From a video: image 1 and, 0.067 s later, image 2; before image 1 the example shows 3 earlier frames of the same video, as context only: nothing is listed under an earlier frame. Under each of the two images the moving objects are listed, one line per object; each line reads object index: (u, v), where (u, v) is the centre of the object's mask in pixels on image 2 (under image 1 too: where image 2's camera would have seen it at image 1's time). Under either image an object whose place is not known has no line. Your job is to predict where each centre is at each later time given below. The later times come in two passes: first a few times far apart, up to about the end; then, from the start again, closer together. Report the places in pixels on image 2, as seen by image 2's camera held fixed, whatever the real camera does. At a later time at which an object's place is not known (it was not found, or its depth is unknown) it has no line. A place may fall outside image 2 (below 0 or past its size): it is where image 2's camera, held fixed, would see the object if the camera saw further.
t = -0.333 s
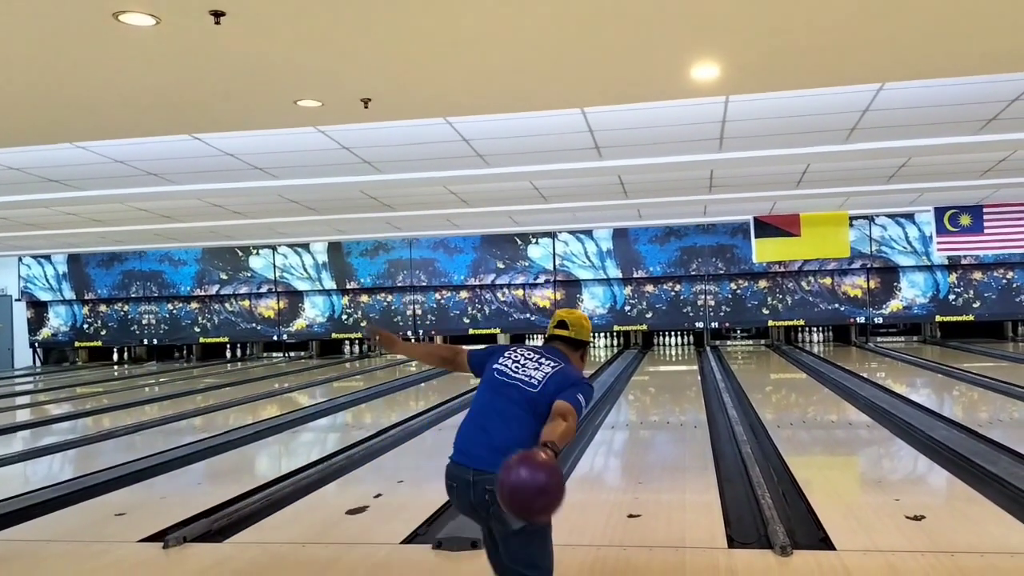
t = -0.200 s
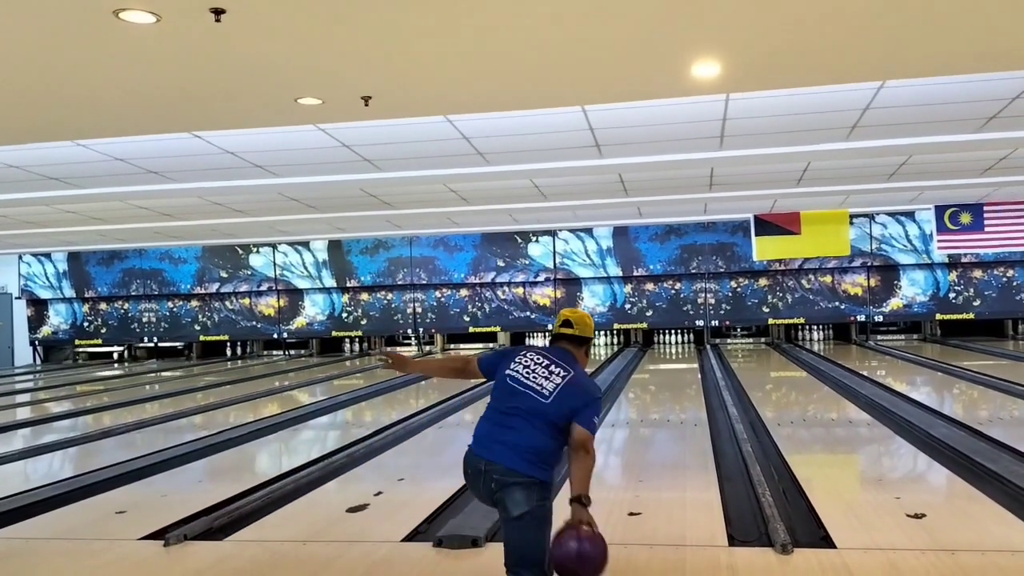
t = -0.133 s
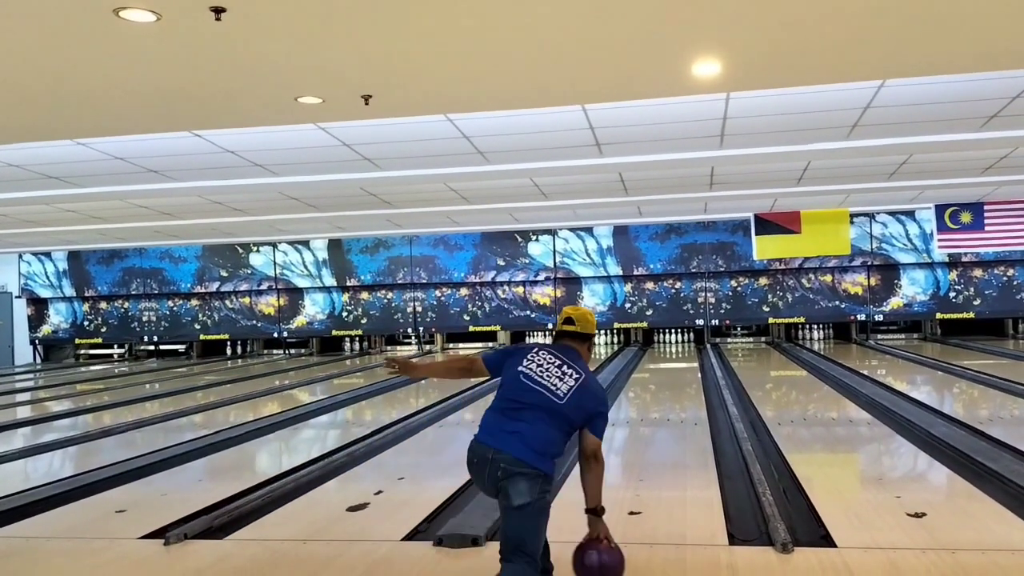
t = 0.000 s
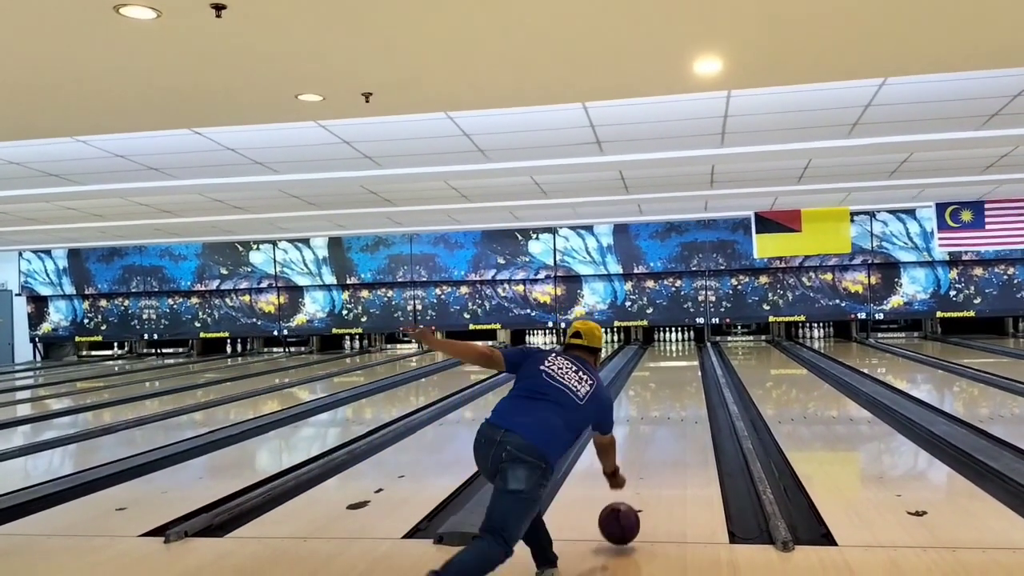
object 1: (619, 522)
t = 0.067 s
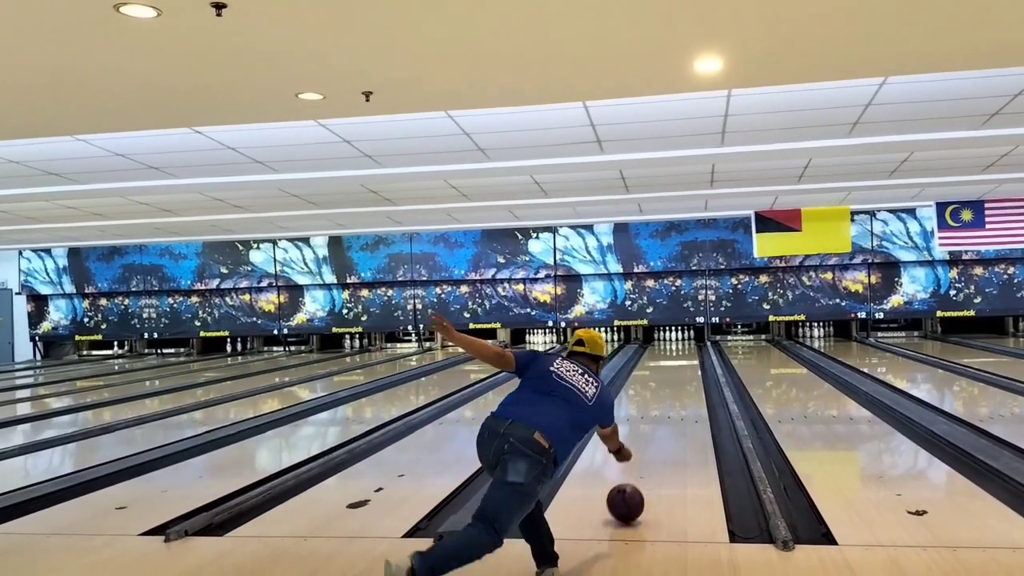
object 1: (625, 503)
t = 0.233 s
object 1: (637, 461)
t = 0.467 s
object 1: (646, 425)
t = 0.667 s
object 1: (652, 404)
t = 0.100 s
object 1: (628, 494)
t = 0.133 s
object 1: (630, 485)
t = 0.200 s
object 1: (639, 468)
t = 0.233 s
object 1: (637, 461)
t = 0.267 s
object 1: (638, 456)
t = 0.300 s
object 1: (639, 450)
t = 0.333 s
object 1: (641, 444)
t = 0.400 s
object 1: (644, 434)
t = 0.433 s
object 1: (645, 429)
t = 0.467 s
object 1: (646, 425)
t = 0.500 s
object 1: (647, 421)
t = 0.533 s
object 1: (648, 417)
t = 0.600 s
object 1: (650, 410)
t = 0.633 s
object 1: (651, 407)
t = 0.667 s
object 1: (652, 404)
